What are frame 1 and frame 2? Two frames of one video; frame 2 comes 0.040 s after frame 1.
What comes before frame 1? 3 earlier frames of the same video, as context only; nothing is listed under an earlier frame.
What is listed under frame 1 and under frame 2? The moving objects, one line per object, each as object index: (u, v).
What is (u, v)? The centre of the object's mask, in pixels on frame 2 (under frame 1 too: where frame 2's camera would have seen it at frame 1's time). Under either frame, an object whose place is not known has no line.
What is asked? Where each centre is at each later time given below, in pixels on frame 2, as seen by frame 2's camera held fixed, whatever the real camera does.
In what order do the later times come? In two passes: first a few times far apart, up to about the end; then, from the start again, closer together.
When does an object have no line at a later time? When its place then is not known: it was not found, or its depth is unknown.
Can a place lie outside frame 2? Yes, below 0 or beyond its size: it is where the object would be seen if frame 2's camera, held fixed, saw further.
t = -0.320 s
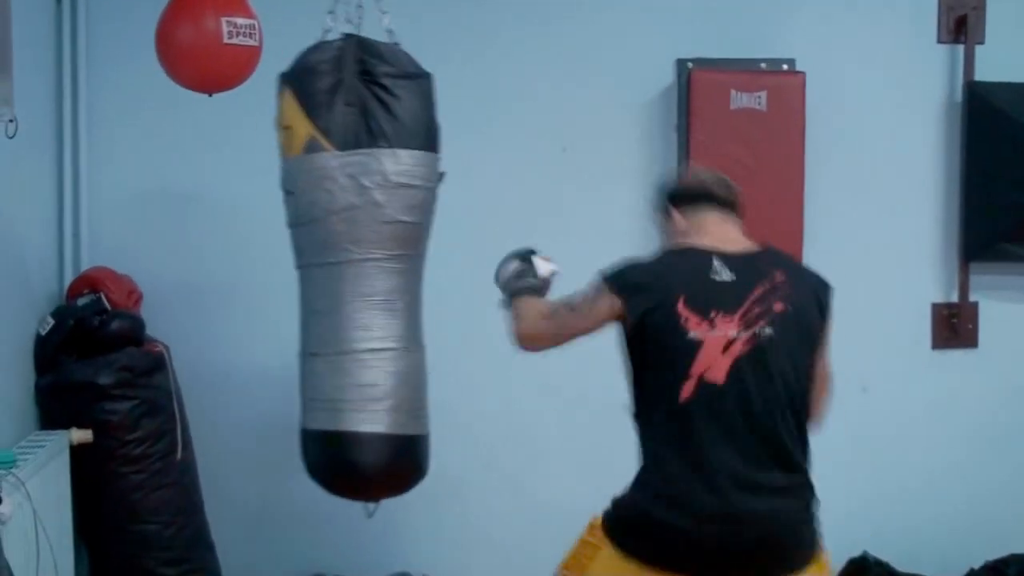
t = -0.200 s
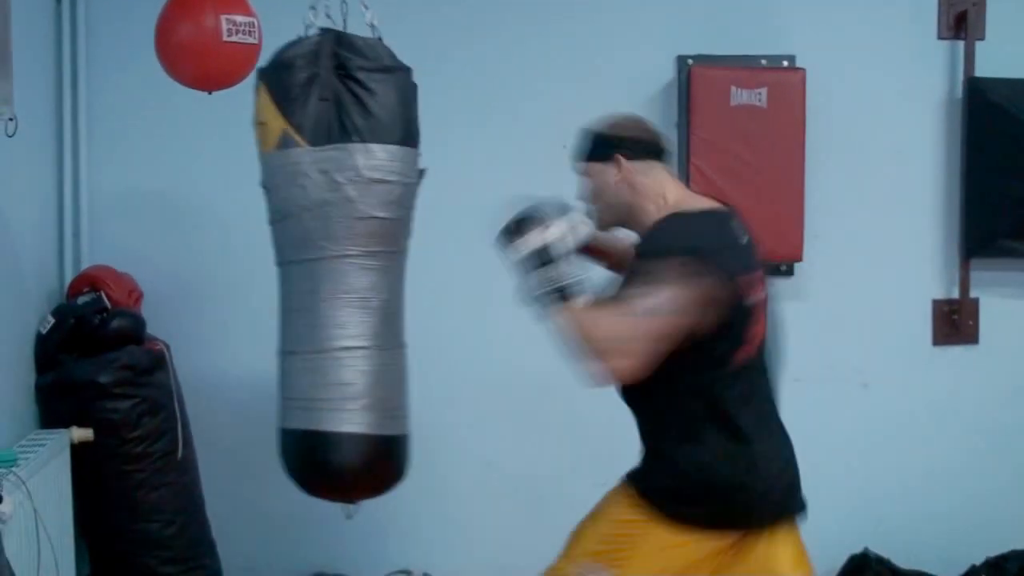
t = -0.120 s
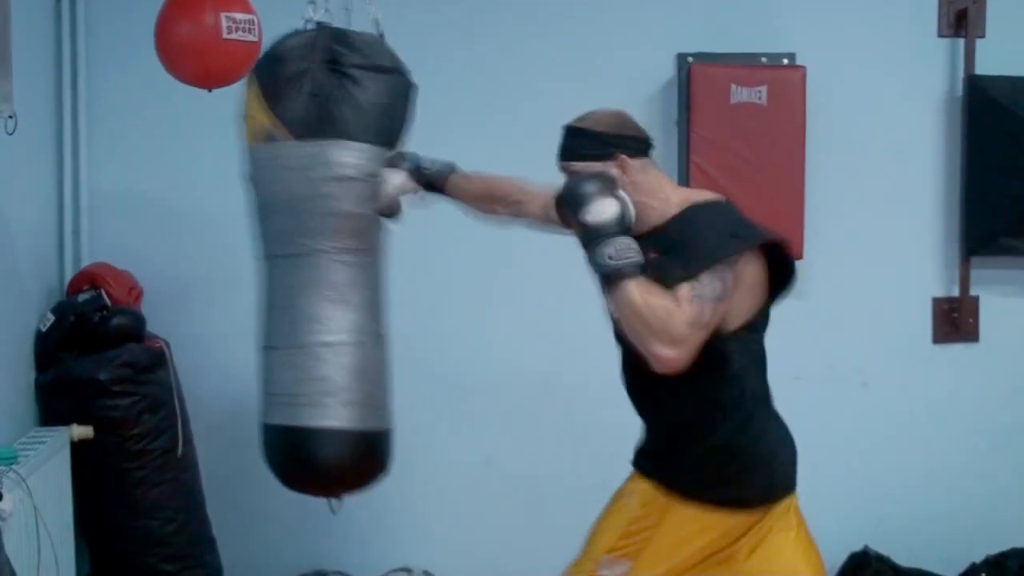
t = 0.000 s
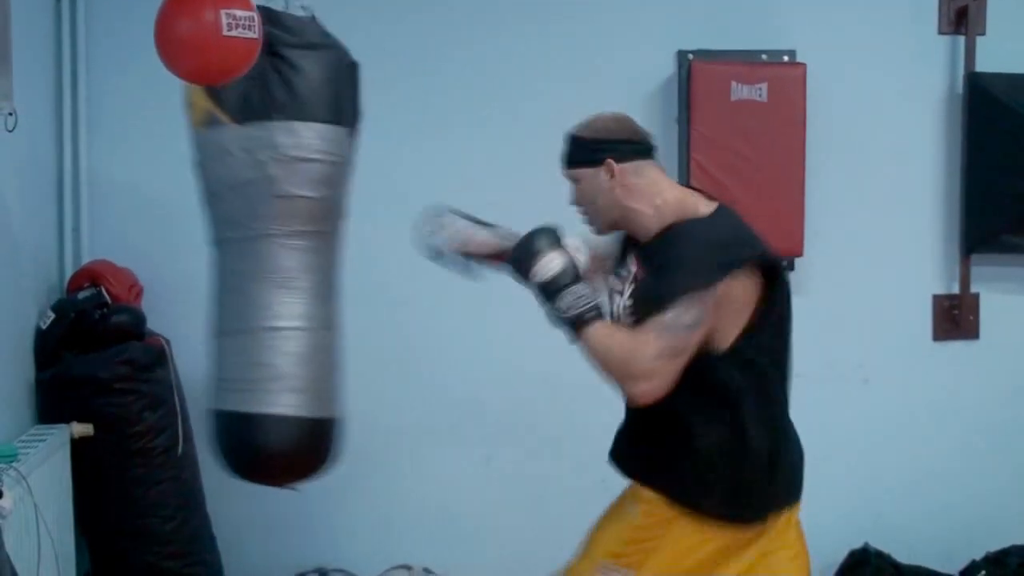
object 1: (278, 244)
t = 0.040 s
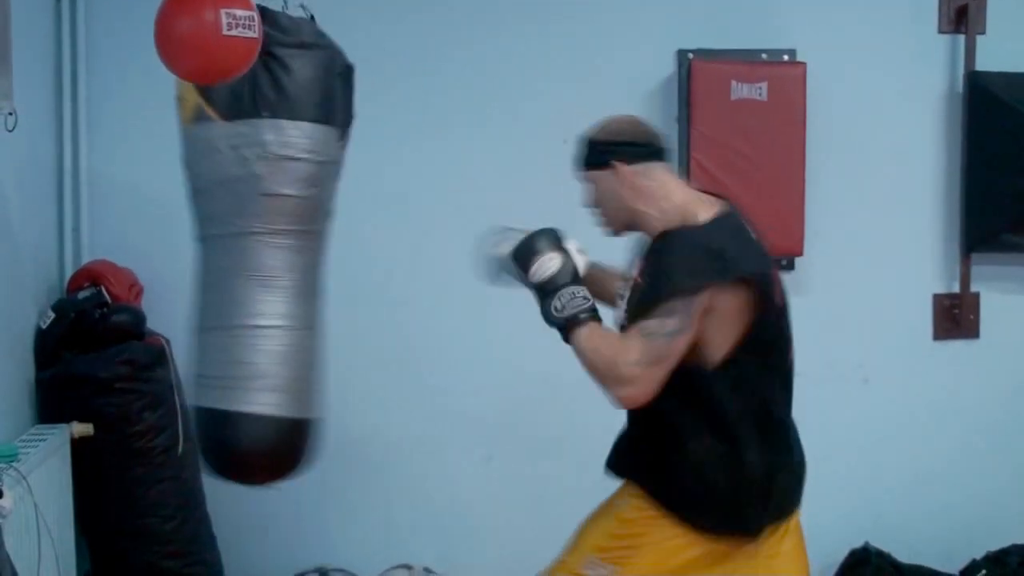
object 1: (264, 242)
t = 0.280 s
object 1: (207, 239)
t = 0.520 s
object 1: (200, 247)
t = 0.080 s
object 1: (250, 244)
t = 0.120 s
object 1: (238, 248)
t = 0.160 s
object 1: (226, 249)
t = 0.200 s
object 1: (219, 246)
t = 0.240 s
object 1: (213, 243)
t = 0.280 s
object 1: (207, 239)
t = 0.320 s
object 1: (203, 238)
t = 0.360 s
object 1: (198, 239)
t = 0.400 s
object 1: (194, 243)
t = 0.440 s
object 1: (193, 246)
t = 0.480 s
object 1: (195, 247)
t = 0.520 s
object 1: (200, 247)
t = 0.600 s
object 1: (216, 242)
